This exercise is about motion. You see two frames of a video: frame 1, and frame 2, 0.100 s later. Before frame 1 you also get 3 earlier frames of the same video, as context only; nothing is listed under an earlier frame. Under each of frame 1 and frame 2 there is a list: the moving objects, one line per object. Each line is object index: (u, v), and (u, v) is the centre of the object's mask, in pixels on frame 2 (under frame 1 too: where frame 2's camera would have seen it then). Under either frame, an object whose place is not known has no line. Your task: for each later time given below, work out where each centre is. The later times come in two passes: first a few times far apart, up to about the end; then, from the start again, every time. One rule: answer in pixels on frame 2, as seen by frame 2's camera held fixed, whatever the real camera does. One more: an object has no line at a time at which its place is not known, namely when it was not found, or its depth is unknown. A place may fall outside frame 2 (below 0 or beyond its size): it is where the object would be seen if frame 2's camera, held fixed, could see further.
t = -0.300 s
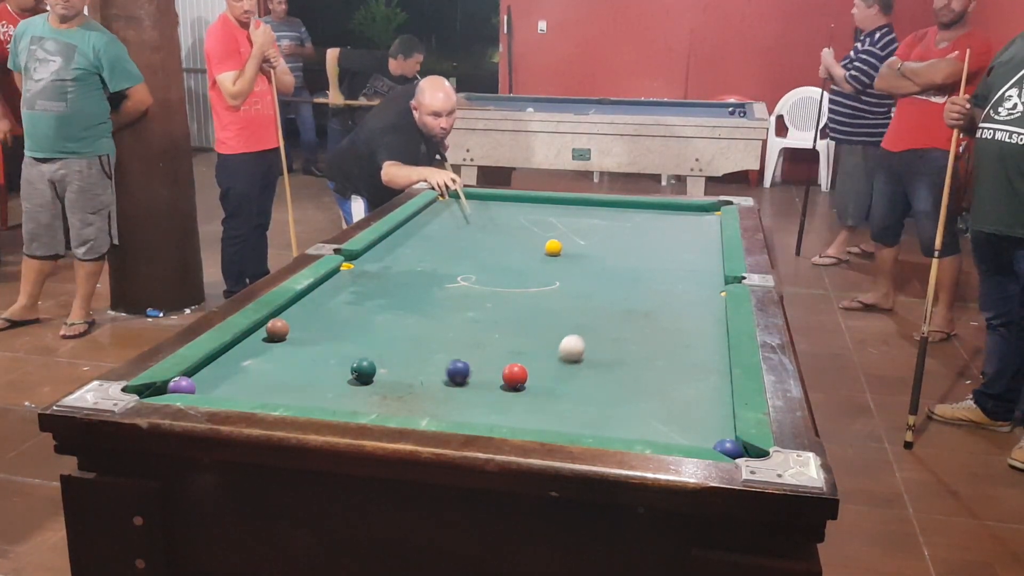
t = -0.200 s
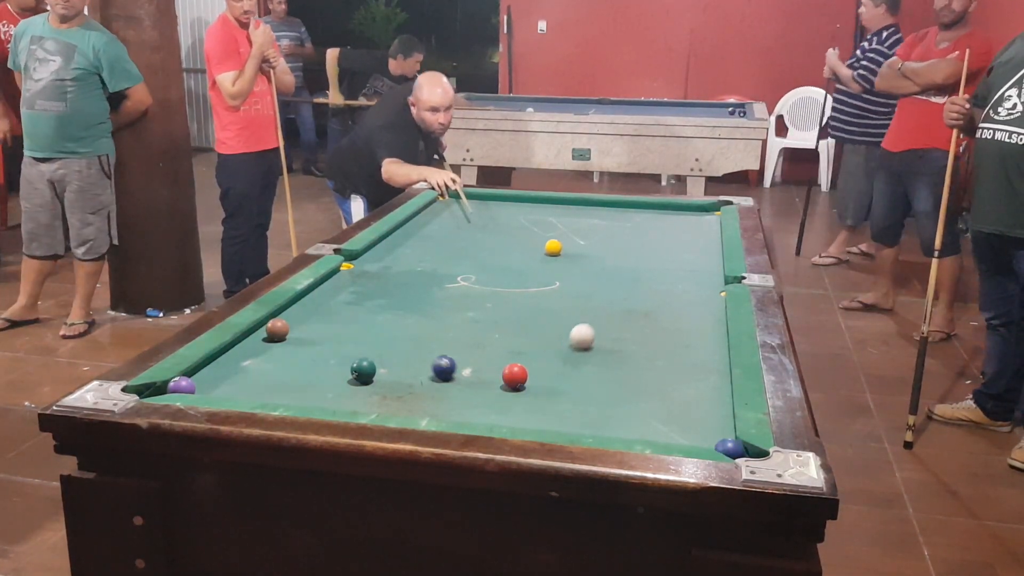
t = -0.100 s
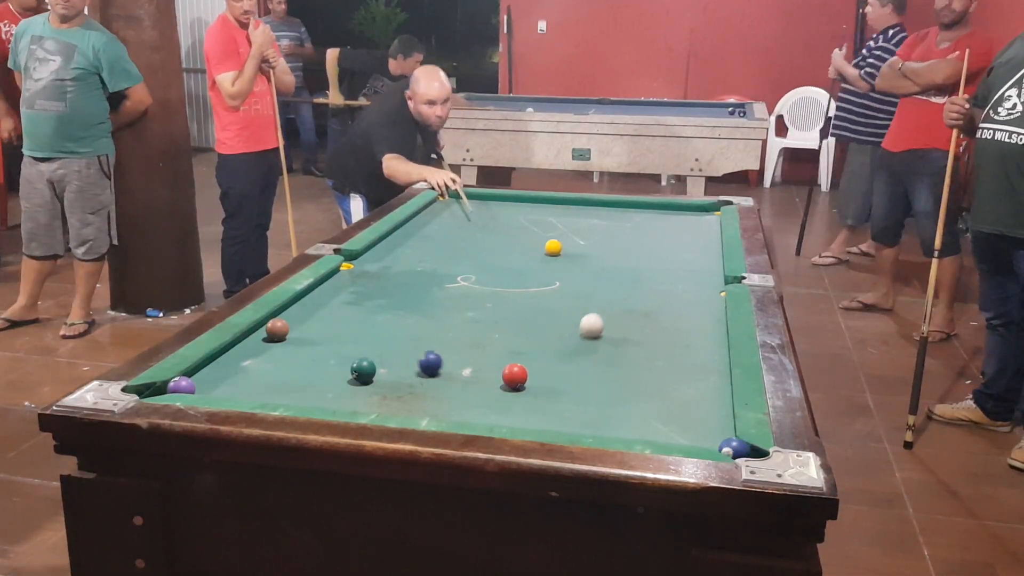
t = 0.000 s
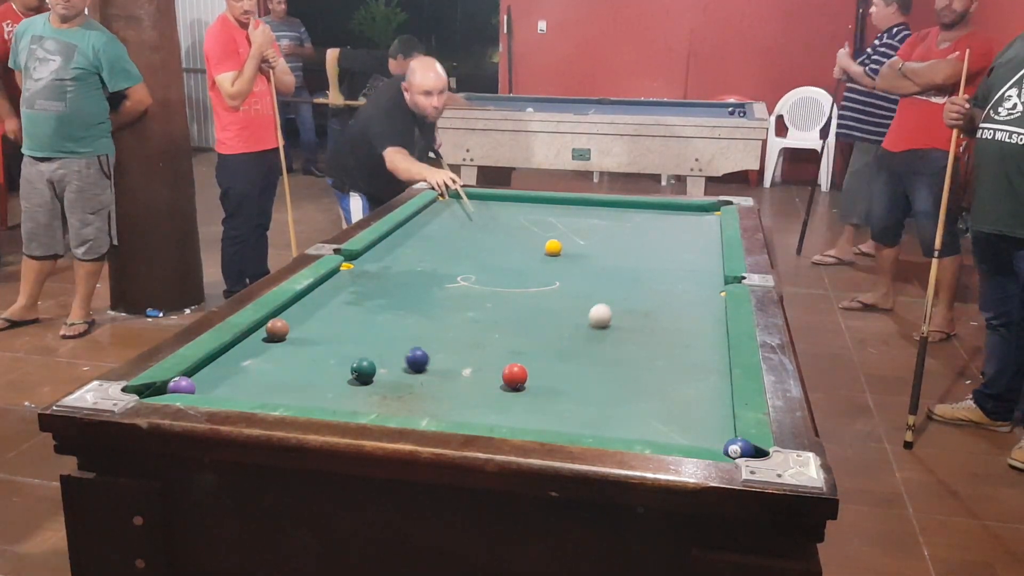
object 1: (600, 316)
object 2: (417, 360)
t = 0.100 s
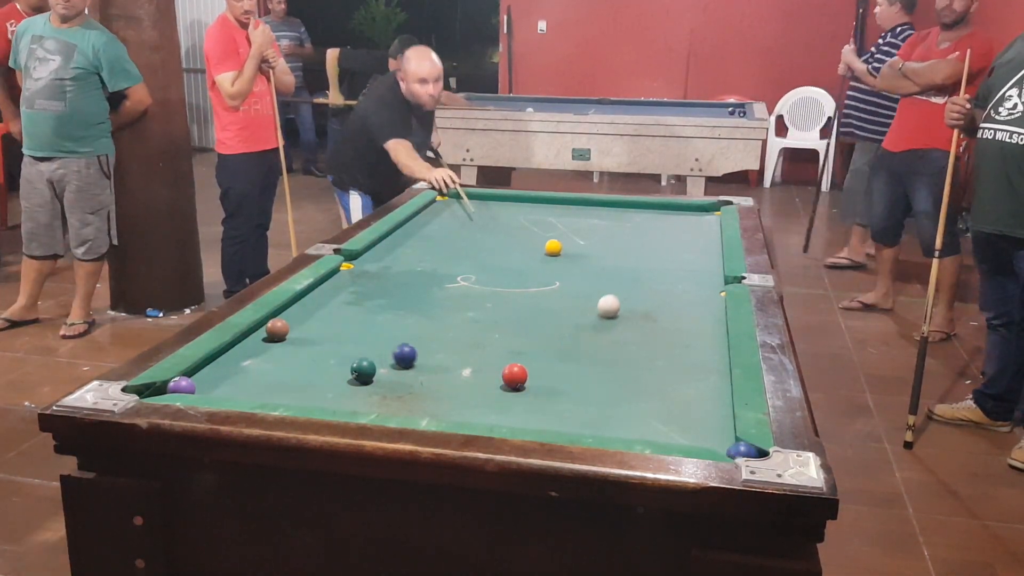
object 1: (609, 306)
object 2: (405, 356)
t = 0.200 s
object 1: (616, 298)
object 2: (393, 352)
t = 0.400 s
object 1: (630, 282)
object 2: (370, 345)
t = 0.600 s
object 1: (642, 268)
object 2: (349, 339)
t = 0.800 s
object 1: (652, 256)
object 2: (330, 333)
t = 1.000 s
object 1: (661, 246)
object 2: (311, 328)
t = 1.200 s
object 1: (668, 236)
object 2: (296, 323)
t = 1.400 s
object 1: (674, 227)
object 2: (280, 314)
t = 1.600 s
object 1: (680, 220)
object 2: (290, 316)
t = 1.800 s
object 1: (686, 212)
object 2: (304, 317)
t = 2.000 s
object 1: (690, 207)
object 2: (318, 316)
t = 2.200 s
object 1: (692, 212)
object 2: (329, 315)
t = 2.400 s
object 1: (694, 217)
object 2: (340, 314)
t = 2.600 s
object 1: (697, 222)
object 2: (349, 314)
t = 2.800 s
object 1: (698, 227)
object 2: (357, 313)
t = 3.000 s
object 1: (701, 232)
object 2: (364, 313)
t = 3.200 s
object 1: (702, 238)
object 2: (368, 312)
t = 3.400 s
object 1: (704, 243)
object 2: (372, 311)
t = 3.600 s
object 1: (705, 248)
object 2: (374, 311)
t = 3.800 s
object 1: (706, 254)
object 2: (376, 311)
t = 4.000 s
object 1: (707, 259)
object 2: (376, 311)
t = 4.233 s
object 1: (708, 265)
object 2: (376, 311)
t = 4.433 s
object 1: (709, 271)
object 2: (376, 311)
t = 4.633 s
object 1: (709, 275)
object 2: (376, 311)
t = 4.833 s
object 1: (708, 281)
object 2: (376, 311)
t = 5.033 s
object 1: (707, 286)
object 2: (376, 311)
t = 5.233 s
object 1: (706, 291)
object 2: (376, 311)
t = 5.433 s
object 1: (704, 295)
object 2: (376, 311)
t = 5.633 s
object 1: (702, 300)
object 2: (376, 311)
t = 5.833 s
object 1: (700, 304)
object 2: (376, 311)
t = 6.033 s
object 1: (697, 308)
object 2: (376, 311)
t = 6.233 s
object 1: (694, 312)
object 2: (376, 311)
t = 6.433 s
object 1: (691, 316)
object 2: (376, 311)
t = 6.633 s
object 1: (688, 319)
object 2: (376, 311)
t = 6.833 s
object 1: (685, 322)
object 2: (376, 311)
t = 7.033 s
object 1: (681, 325)
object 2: (376, 311)
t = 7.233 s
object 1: (678, 328)
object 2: (376, 311)
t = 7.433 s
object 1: (675, 330)
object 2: (376, 311)
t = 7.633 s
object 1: (672, 332)
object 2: (376, 311)
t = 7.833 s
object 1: (668, 333)
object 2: (376, 311)
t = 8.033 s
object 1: (665, 334)
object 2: (376, 311)
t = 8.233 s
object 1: (662, 334)
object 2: (376, 311)
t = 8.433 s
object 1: (659, 335)
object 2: (376, 311)
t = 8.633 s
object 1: (658, 335)
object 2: (376, 311)
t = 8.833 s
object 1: (658, 335)
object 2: (376, 311)
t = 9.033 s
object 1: (659, 335)
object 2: (376, 311)
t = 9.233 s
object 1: (660, 335)
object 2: (376, 311)
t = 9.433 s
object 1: (659, 335)
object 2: (376, 311)
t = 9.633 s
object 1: (659, 335)
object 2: (376, 311)
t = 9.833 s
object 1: (659, 335)
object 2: (376, 311)
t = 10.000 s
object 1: (660, 335)
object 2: (376, 311)
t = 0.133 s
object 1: (611, 304)
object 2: (401, 355)
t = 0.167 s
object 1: (614, 301)
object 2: (397, 354)
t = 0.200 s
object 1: (616, 298)
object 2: (393, 352)
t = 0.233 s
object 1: (618, 295)
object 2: (389, 351)
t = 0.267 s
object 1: (621, 292)
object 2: (385, 350)
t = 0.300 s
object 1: (623, 290)
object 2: (381, 349)
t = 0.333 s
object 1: (626, 287)
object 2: (378, 348)
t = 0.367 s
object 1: (628, 284)
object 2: (374, 347)
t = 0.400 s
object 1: (630, 282)
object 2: (370, 345)
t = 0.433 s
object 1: (632, 280)
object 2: (366, 344)
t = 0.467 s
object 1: (634, 277)
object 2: (363, 343)
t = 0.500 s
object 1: (636, 275)
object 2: (359, 342)
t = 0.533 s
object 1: (638, 273)
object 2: (356, 341)
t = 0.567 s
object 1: (640, 271)
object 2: (353, 340)
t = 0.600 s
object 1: (642, 268)
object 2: (349, 339)
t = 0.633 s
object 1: (643, 266)
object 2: (346, 338)
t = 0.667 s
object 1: (645, 264)
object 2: (343, 337)
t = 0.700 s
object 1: (647, 262)
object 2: (339, 336)
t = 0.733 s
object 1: (649, 260)
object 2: (336, 335)
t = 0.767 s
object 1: (650, 258)
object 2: (333, 334)
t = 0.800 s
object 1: (652, 256)
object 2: (330, 333)
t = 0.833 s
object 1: (653, 254)
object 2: (326, 332)
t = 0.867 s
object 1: (655, 253)
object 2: (323, 332)
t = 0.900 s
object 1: (656, 251)
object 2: (320, 331)
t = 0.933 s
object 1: (658, 249)
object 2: (317, 330)
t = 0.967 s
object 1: (659, 247)
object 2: (314, 329)
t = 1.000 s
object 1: (661, 246)
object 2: (311, 328)
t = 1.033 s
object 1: (662, 244)
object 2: (309, 328)
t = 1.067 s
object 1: (663, 242)
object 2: (306, 327)
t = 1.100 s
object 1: (664, 241)
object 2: (303, 326)
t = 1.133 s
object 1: (666, 239)
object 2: (300, 325)
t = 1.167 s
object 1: (667, 237)
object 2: (298, 324)
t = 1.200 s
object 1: (668, 236)
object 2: (296, 323)
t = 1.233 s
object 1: (669, 234)
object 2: (295, 322)
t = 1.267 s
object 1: (670, 233)
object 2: (292, 321)
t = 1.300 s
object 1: (672, 232)
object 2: (289, 319)
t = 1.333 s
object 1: (672, 230)
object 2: (286, 317)
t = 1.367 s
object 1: (673, 229)
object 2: (284, 316)
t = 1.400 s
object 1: (674, 227)
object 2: (280, 314)
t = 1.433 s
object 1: (675, 226)
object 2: (276, 314)
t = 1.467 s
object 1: (676, 225)
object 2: (279, 314)
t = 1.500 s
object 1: (677, 224)
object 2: (282, 314)
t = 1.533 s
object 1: (679, 222)
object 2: (285, 315)
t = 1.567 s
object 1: (679, 221)
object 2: (288, 315)
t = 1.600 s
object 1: (680, 220)
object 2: (290, 316)
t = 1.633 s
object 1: (681, 218)
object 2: (293, 317)
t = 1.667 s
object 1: (682, 217)
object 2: (294, 317)
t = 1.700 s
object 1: (683, 216)
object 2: (297, 317)
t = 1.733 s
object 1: (684, 215)
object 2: (299, 317)
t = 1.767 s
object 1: (685, 213)
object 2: (302, 317)
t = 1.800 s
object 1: (686, 212)
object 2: (304, 317)
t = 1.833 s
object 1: (687, 211)
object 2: (307, 316)
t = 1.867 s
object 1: (687, 210)
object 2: (309, 316)
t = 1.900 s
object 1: (688, 209)
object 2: (311, 316)
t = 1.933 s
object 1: (689, 208)
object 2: (313, 316)
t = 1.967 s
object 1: (690, 207)
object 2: (315, 316)
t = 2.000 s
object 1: (690, 207)
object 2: (318, 316)
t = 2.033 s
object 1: (691, 208)
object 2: (320, 316)
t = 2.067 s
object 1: (691, 209)
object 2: (322, 316)
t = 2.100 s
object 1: (691, 209)
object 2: (323, 315)
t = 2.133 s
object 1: (691, 210)
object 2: (325, 315)
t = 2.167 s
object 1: (692, 211)
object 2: (327, 315)
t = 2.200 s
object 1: (692, 212)
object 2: (329, 315)
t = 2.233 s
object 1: (693, 213)
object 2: (331, 315)
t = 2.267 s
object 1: (693, 214)
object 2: (333, 315)
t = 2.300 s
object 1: (693, 214)
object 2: (335, 315)
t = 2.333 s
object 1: (694, 215)
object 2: (337, 314)
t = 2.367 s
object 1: (694, 216)
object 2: (338, 314)
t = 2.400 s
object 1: (694, 217)
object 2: (340, 314)
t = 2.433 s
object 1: (695, 218)
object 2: (342, 314)
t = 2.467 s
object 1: (695, 219)
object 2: (343, 314)
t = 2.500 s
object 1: (695, 220)
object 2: (345, 314)
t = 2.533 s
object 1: (696, 220)
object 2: (346, 314)
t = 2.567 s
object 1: (696, 221)
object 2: (348, 314)
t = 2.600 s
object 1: (697, 222)
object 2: (349, 314)
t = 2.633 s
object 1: (697, 223)
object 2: (351, 314)
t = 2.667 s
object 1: (697, 224)
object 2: (352, 313)
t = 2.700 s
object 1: (697, 225)
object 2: (353, 314)
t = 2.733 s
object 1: (698, 226)
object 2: (355, 313)
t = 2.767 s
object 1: (698, 226)
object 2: (356, 313)
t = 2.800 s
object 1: (698, 227)
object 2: (357, 313)
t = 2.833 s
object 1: (699, 228)
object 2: (358, 313)
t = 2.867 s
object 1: (699, 229)
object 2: (359, 313)
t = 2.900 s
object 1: (699, 230)
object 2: (360, 313)
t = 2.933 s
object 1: (700, 231)
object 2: (361, 313)
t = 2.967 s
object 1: (700, 232)
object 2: (363, 313)
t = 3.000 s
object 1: (701, 232)
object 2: (364, 313)
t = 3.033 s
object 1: (701, 233)
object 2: (364, 313)
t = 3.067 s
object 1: (701, 234)
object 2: (365, 312)
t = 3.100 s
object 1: (701, 235)
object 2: (366, 312)
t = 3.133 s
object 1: (702, 236)
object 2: (367, 312)
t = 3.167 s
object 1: (702, 237)
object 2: (368, 312)
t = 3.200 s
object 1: (702, 238)
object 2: (368, 312)
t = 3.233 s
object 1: (702, 239)
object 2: (369, 312)
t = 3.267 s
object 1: (703, 240)
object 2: (370, 312)
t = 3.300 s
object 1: (703, 240)
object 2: (370, 312)
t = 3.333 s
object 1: (703, 241)
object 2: (371, 312)
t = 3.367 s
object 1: (704, 242)
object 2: (371, 312)
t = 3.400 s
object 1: (704, 243)
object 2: (372, 311)
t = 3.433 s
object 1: (704, 244)
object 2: (372, 311)
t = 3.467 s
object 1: (704, 245)
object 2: (373, 311)
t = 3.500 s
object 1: (704, 246)
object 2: (373, 311)
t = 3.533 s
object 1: (705, 246)
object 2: (374, 311)
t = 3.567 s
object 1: (705, 247)
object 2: (374, 311)
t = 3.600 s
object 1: (705, 248)
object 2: (374, 311)
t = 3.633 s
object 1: (705, 249)
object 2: (375, 311)
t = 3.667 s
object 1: (705, 250)
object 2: (375, 311)
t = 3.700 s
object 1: (706, 251)
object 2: (375, 311)
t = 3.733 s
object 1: (706, 252)
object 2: (375, 311)
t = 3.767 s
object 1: (706, 253)
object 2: (375, 311)
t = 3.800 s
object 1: (706, 254)
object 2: (376, 311)
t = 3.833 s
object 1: (706, 255)
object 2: (376, 311)
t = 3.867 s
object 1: (706, 255)
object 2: (376, 311)
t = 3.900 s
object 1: (707, 256)
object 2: (376, 311)
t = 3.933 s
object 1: (707, 257)
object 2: (376, 311)
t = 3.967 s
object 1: (707, 258)
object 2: (376, 311)
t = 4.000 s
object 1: (707, 259)
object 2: (376, 311)
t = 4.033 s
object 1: (707, 260)
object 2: (376, 311)
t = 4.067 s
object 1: (707, 261)
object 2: (376, 311)
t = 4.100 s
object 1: (708, 262)
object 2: (376, 311)
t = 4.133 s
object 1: (708, 262)
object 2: (376, 311)
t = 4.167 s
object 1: (708, 263)
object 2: (376, 311)
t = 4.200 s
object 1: (708, 264)
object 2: (376, 311)
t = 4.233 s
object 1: (708, 265)
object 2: (376, 311)
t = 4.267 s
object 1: (708, 266)
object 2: (376, 311)
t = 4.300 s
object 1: (708, 267)
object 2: (376, 311)
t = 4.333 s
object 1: (708, 268)
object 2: (376, 311)
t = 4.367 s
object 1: (709, 269)
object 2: (376, 311)
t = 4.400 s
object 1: (709, 270)
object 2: (376, 311)
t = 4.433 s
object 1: (709, 271)
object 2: (376, 311)
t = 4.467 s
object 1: (709, 271)
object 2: (376, 311)
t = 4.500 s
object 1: (709, 272)
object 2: (376, 311)
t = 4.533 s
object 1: (709, 273)
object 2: (376, 311)
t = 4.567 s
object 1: (709, 274)
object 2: (376, 311)
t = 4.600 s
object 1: (709, 275)
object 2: (376, 311)
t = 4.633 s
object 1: (709, 275)
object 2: (376, 311)
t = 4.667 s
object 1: (709, 277)
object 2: (376, 311)
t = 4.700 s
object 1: (709, 277)
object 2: (376, 311)
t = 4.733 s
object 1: (709, 278)
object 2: (376, 311)
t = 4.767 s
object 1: (709, 279)
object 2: (376, 311)
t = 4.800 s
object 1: (708, 280)
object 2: (376, 311)
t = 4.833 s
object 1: (708, 281)
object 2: (376, 311)
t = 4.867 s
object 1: (708, 281)
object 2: (376, 311)
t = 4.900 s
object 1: (708, 282)
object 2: (376, 311)
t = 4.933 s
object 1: (707, 283)
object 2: (376, 311)
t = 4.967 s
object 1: (707, 284)
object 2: (376, 311)
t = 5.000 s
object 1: (707, 285)
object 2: (376, 311)
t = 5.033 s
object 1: (707, 286)
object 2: (376, 311)
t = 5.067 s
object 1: (707, 286)
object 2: (376, 311)
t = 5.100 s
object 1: (707, 287)
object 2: (376, 311)
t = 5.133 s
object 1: (706, 288)
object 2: (376, 311)
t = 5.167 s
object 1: (706, 289)
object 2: (376, 311)
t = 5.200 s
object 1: (706, 290)
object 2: (376, 311)
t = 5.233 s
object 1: (706, 291)
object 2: (376, 311)
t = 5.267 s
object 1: (705, 291)
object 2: (376, 311)
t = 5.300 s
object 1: (705, 292)
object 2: (376, 311)
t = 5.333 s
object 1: (705, 293)
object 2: (376, 311)
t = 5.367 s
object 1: (705, 293)
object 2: (376, 311)
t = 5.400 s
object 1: (704, 294)
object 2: (376, 311)
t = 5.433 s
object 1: (704, 295)
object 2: (376, 311)
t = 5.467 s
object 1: (704, 296)
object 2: (376, 311)
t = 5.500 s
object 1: (703, 297)
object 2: (376, 311)
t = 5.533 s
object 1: (703, 298)
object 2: (376, 311)
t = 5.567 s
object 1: (703, 298)
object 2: (376, 311)
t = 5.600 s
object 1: (702, 299)
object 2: (376, 311)
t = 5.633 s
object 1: (702, 300)
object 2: (376, 311)
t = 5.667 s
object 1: (701, 301)
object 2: (376, 311)
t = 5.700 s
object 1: (701, 301)
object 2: (376, 311)
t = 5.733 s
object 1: (701, 302)
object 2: (376, 311)
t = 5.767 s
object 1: (700, 303)
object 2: (376, 311)
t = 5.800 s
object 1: (700, 303)
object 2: (376, 311)
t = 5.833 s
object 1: (700, 304)
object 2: (376, 311)
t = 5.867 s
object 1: (699, 305)
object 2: (376, 311)
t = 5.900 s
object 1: (698, 306)
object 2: (376, 311)
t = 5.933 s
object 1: (698, 306)
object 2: (376, 311)
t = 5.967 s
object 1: (698, 307)
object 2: (376, 311)
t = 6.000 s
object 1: (697, 307)
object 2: (376, 311)
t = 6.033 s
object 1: (697, 308)
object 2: (376, 311)
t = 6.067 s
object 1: (696, 309)
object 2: (376, 311)
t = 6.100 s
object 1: (696, 310)
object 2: (376, 311)
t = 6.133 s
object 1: (695, 310)
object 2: (376, 311)
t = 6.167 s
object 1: (695, 311)
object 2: (376, 311)
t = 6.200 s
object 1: (694, 311)
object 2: (376, 311)
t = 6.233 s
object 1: (694, 312)
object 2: (376, 311)
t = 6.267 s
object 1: (693, 313)
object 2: (376, 311)
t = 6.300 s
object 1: (693, 314)
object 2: (376, 311)
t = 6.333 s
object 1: (692, 314)
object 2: (376, 311)
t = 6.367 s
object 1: (692, 315)
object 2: (376, 311)
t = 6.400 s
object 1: (691, 315)
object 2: (376, 311)
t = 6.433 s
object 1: (691, 316)
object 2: (376, 311)
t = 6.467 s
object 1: (690, 317)
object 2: (376, 311)
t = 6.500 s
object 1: (690, 317)
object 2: (376, 311)
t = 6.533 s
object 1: (689, 318)
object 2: (376, 311)
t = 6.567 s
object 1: (689, 318)
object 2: (376, 311)
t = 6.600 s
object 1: (688, 319)
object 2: (376, 311)
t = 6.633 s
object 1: (688, 319)
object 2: (376, 311)
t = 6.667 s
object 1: (687, 320)
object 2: (376, 311)
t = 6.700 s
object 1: (687, 320)
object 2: (376, 311)
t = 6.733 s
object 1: (686, 321)
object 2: (376, 311)
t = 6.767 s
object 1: (686, 321)
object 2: (376, 311)
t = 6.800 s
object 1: (685, 322)
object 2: (376, 311)
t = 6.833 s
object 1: (685, 322)
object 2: (376, 311)
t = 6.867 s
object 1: (684, 323)
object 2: (376, 311)
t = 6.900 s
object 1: (684, 323)
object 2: (376, 311)
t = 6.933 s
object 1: (683, 324)
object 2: (376, 311)
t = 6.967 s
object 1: (683, 324)
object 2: (376, 311)
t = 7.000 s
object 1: (682, 325)
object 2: (376, 311)
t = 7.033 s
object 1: (681, 325)
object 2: (376, 311)
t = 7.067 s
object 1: (681, 326)
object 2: (376, 311)
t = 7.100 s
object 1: (680, 326)
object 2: (376, 311)
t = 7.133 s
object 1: (680, 327)
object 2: (376, 311)
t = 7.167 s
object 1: (679, 327)
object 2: (376, 311)
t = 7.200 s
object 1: (679, 327)
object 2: (376, 311)
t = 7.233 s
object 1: (678, 328)
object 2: (376, 311)
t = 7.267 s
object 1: (677, 328)
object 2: (376, 311)
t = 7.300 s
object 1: (677, 329)
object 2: (376, 311)
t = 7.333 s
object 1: (676, 329)
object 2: (376, 311)
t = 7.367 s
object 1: (676, 329)
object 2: (376, 311)
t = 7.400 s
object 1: (675, 330)
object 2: (376, 311)
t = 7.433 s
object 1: (675, 330)
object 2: (376, 311)
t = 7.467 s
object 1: (674, 330)
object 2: (376, 311)
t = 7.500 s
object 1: (674, 331)
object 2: (376, 311)
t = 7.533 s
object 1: (673, 331)
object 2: (376, 311)
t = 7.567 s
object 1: (673, 331)
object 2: (376, 311)
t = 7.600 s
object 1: (672, 331)
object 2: (376, 311)
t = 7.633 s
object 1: (672, 332)
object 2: (376, 311)
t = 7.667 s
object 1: (671, 332)
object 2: (376, 311)
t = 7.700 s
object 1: (671, 332)
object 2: (376, 311)
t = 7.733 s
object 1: (670, 332)
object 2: (376, 311)
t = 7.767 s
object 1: (670, 332)
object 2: (376, 311)
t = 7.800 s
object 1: (669, 333)
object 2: (376, 311)
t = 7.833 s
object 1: (668, 333)
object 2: (376, 311)
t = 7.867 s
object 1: (668, 333)
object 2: (376, 311)
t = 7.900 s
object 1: (667, 333)
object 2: (376, 311)
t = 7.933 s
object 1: (666, 333)
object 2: (376, 311)
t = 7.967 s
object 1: (666, 334)
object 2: (376, 311)
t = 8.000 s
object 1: (665, 334)
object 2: (376, 311)
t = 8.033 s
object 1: (665, 334)
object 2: (376, 311)
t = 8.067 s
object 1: (664, 334)
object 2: (376, 311)
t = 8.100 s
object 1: (664, 334)
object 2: (376, 311)
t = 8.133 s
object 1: (663, 334)
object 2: (376, 311)
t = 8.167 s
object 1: (663, 334)
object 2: (376, 311)
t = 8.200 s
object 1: (662, 334)
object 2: (376, 311)
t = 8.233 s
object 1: (662, 334)
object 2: (376, 311)
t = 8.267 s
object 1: (661, 334)
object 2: (376, 311)
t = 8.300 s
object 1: (661, 334)
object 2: (376, 311)
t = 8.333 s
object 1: (661, 334)
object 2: (376, 311)
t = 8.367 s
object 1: (660, 334)
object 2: (376, 311)
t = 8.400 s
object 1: (660, 335)
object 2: (376, 311)
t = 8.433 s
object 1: (659, 335)
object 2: (376, 311)
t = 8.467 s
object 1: (659, 335)
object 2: (376, 311)
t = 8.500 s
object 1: (659, 335)
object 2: (376, 311)
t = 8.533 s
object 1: (659, 335)
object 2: (376, 311)
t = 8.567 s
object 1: (658, 335)
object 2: (376, 311)
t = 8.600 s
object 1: (658, 335)
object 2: (376, 311)
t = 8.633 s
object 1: (658, 335)
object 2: (376, 311)
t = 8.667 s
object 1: (658, 335)
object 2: (376, 311)
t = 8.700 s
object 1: (658, 335)
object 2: (376, 311)
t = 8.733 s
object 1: (658, 335)
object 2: (376, 311)
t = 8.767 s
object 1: (658, 335)
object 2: (376, 311)
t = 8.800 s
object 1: (658, 335)
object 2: (376, 311)
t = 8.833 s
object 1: (658, 335)
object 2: (376, 311)
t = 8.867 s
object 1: (658, 335)
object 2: (376, 311)
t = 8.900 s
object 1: (658, 335)
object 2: (376, 311)
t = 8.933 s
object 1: (658, 335)
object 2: (376, 311)
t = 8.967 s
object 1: (659, 335)
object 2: (376, 311)
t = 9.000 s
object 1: (659, 335)
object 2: (376, 311)
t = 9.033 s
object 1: (659, 335)
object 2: (376, 311)
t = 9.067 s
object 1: (659, 335)
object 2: (376, 311)
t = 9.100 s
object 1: (659, 335)
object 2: (376, 311)
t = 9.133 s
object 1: (659, 335)
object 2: (376, 311)
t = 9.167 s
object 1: (659, 335)
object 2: (376, 311)
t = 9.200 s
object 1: (659, 335)
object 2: (376, 311)
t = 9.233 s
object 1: (660, 335)
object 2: (376, 311)
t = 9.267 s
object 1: (660, 335)
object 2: (376, 311)
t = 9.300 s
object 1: (660, 335)
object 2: (376, 311)
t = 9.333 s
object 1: (660, 335)
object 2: (376, 311)
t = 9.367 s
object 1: (660, 335)
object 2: (376, 311)
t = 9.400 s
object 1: (660, 335)
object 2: (376, 311)
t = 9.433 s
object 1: (659, 335)
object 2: (376, 311)
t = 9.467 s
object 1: (659, 335)
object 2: (376, 311)
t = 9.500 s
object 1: (659, 335)
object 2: (376, 311)
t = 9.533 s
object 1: (659, 335)
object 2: (376, 311)
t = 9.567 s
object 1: (659, 335)
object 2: (376, 311)
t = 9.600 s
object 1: (659, 335)
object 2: (376, 311)
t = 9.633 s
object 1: (659, 335)
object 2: (376, 311)
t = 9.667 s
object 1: (659, 335)
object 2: (376, 311)
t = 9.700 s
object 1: (659, 335)
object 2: (376, 311)
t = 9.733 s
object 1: (659, 335)
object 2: (376, 311)
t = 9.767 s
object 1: (659, 335)
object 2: (376, 311)
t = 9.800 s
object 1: (659, 335)
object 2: (376, 311)
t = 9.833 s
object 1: (659, 335)
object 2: (376, 311)
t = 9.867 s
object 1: (659, 335)
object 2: (376, 311)
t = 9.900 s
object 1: (660, 335)
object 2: (376, 311)
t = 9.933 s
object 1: (660, 335)
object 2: (376, 311)
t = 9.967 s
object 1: (660, 335)
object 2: (376, 311)
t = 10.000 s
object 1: (660, 335)
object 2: (376, 311)
